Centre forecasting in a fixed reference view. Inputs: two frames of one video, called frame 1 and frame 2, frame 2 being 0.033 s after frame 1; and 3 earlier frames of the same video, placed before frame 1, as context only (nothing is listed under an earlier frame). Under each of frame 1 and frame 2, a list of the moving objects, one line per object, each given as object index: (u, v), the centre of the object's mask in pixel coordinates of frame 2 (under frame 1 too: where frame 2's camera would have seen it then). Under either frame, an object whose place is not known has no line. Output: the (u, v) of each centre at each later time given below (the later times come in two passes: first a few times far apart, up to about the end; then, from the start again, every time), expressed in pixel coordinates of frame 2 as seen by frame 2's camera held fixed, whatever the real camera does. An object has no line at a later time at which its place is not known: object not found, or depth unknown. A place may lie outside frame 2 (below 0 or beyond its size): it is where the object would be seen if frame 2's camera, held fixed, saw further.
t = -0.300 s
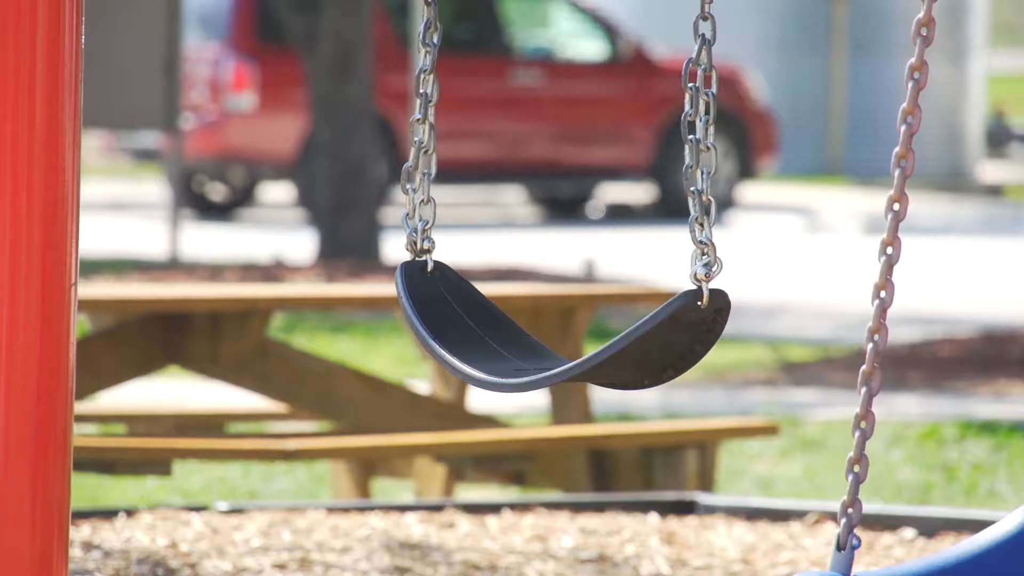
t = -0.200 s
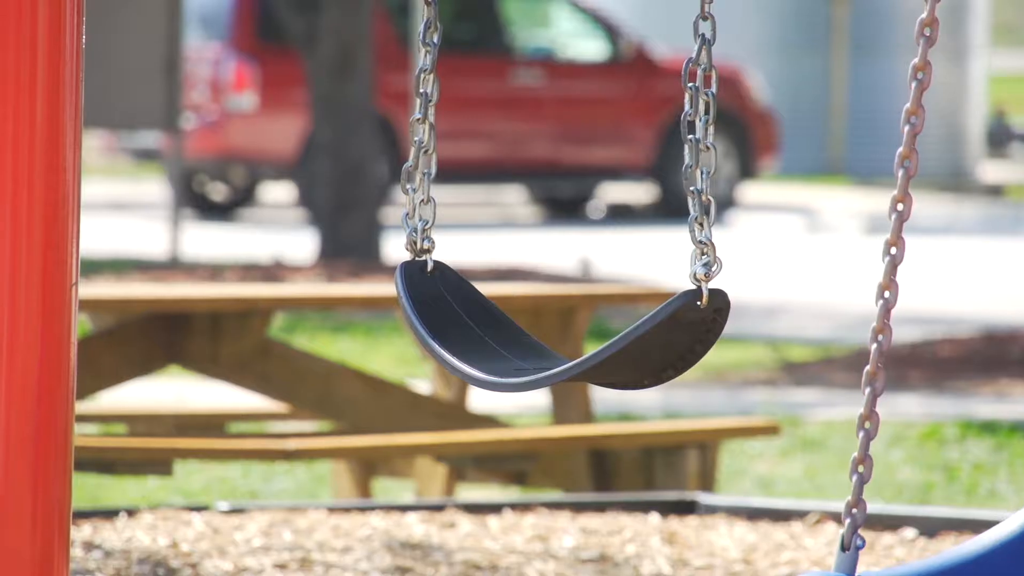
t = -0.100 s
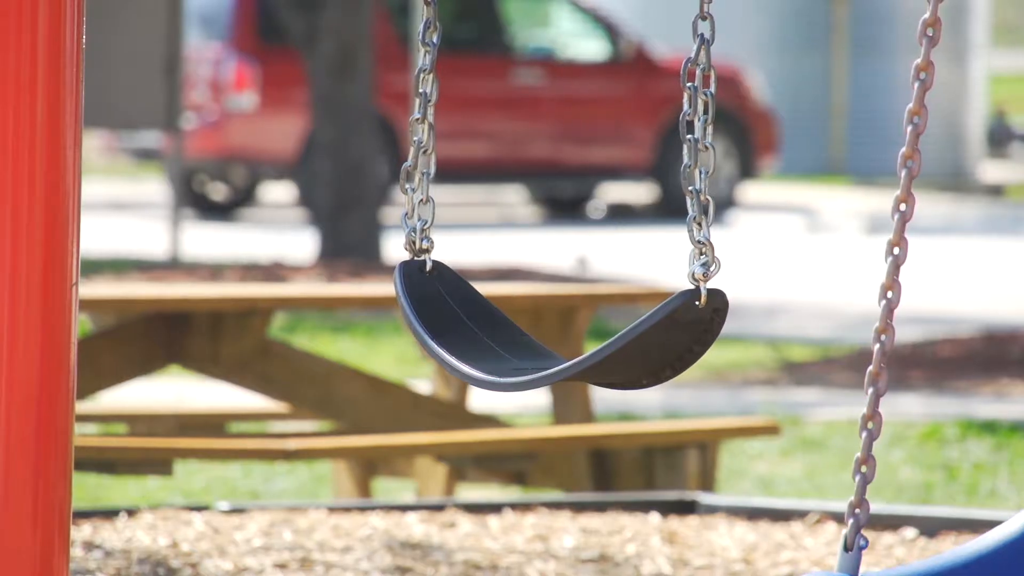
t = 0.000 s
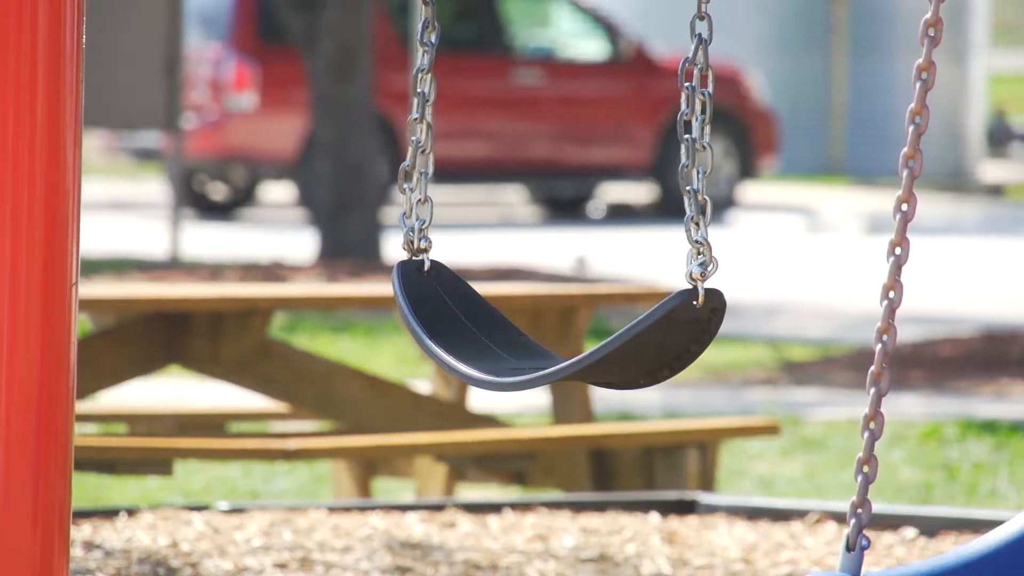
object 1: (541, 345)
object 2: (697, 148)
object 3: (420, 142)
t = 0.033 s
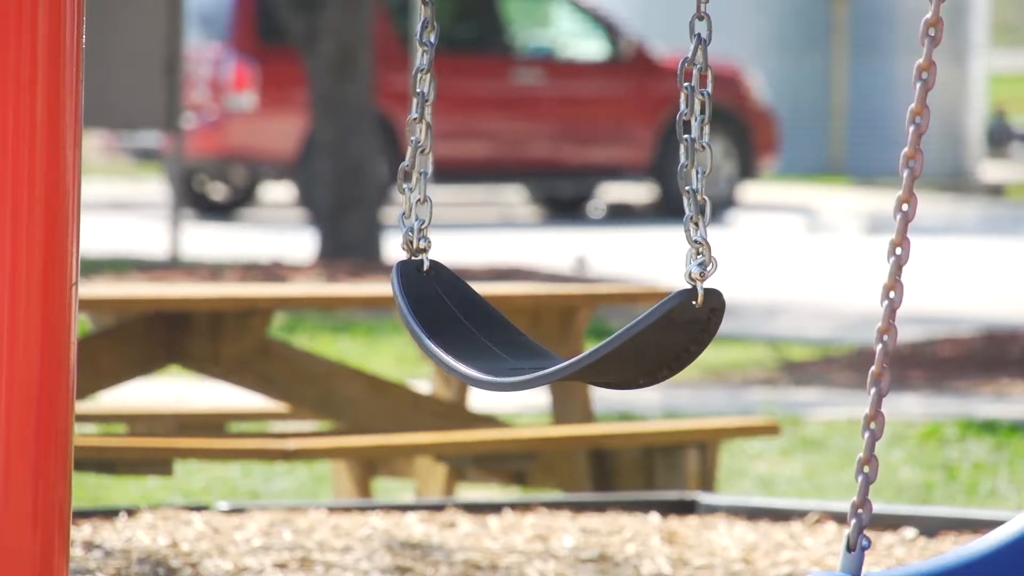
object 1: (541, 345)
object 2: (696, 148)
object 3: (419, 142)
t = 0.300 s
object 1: (533, 343)
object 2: (690, 148)
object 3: (413, 142)
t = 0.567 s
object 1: (529, 344)
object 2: (686, 148)
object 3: (408, 141)
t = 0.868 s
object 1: (526, 343)
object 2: (684, 148)
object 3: (406, 141)
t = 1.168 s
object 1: (530, 344)
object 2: (687, 148)
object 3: (410, 141)
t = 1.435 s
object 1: (539, 346)
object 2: (694, 149)
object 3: (417, 143)
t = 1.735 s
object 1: (546, 344)
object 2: (702, 149)
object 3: (424, 143)
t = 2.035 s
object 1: (550, 345)
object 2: (707, 149)
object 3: (428, 144)
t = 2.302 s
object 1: (552, 346)
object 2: (706, 149)
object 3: (428, 144)
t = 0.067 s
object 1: (539, 345)
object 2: (695, 148)
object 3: (418, 142)
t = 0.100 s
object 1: (538, 344)
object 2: (695, 148)
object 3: (418, 142)
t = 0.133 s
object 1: (537, 344)
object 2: (694, 148)
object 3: (417, 143)
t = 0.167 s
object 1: (537, 344)
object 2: (693, 148)
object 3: (416, 142)
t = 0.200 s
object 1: (537, 344)
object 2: (692, 148)
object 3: (415, 142)
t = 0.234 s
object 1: (536, 344)
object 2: (692, 148)
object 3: (415, 142)
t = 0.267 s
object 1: (535, 344)
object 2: (691, 148)
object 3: (414, 142)
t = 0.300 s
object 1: (533, 343)
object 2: (690, 148)
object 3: (413, 142)
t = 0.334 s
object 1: (534, 344)
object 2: (690, 148)
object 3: (412, 142)
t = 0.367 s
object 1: (533, 344)
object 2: (689, 148)
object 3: (412, 142)
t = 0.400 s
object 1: (535, 346)
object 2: (689, 148)
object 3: (411, 142)
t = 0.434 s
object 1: (531, 344)
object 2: (688, 148)
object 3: (411, 142)
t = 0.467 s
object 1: (531, 344)
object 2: (688, 148)
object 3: (410, 142)
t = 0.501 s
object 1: (529, 343)
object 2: (687, 148)
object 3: (409, 142)
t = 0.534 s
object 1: (529, 344)
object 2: (687, 148)
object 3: (409, 142)
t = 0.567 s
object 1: (529, 344)
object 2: (686, 148)
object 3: (408, 141)
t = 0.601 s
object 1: (527, 343)
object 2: (685, 148)
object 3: (408, 141)
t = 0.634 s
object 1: (528, 344)
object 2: (686, 148)
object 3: (407, 141)
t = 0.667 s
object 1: (526, 343)
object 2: (684, 148)
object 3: (406, 141)
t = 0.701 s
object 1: (525, 343)
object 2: (684, 148)
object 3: (406, 141)
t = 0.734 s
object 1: (525, 343)
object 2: (684, 148)
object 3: (406, 141)
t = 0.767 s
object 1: (527, 344)
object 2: (684, 148)
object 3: (406, 141)
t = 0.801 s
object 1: (526, 343)
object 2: (684, 148)
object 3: (406, 141)
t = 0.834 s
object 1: (527, 345)
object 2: (684, 148)
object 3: (406, 141)
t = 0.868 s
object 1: (526, 343)
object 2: (684, 148)
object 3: (406, 141)
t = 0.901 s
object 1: (526, 343)
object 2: (684, 148)
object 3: (406, 141)
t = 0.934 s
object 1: (527, 344)
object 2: (684, 148)
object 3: (406, 142)
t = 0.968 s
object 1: (526, 343)
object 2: (684, 148)
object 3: (406, 142)
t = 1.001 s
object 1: (527, 344)
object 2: (685, 148)
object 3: (407, 142)
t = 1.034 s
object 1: (529, 344)
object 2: (685, 148)
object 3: (407, 141)
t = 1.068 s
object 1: (528, 343)
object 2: (686, 148)
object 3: (408, 142)
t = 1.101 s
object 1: (529, 343)
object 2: (686, 148)
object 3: (408, 142)
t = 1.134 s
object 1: (530, 344)
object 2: (687, 148)
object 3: (409, 142)
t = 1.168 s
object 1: (530, 344)
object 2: (687, 148)
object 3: (410, 141)
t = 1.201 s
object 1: (531, 345)
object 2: (688, 148)
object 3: (411, 142)
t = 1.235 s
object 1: (532, 344)
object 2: (688, 148)
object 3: (412, 142)
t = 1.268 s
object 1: (531, 344)
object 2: (689, 148)
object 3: (412, 143)
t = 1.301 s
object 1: (534, 345)
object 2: (690, 148)
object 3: (413, 143)
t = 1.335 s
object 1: (533, 344)
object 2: (691, 148)
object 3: (414, 143)
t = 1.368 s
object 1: (536, 345)
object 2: (691, 148)
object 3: (415, 143)
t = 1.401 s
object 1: (538, 346)
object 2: (692, 148)
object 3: (416, 143)
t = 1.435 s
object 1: (539, 346)
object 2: (694, 149)
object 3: (417, 143)
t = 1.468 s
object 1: (539, 345)
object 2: (695, 149)
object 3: (418, 142)
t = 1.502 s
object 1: (541, 345)
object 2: (696, 148)
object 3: (419, 142)
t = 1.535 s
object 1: (541, 345)
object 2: (697, 149)
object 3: (420, 143)
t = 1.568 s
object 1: (542, 345)
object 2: (698, 149)
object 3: (421, 143)
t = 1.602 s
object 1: (544, 345)
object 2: (699, 149)
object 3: (421, 143)
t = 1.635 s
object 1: (544, 345)
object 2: (700, 149)
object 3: (422, 143)
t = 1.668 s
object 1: (546, 345)
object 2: (700, 149)
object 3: (423, 143)
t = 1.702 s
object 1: (546, 344)
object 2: (701, 148)
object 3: (424, 143)
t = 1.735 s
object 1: (546, 344)
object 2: (702, 149)
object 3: (424, 143)
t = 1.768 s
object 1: (547, 345)
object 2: (703, 149)
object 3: (425, 143)
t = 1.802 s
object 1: (549, 345)
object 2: (704, 149)
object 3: (426, 143)
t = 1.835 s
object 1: (548, 344)
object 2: (704, 149)
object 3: (426, 143)
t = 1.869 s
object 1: (548, 344)
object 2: (705, 149)
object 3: (427, 143)
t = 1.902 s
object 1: (549, 344)
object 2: (705, 149)
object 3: (427, 143)
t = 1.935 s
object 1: (550, 345)
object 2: (706, 149)
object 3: (428, 144)
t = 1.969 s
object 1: (550, 344)
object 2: (706, 149)
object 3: (428, 143)
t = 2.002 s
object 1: (552, 346)
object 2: (707, 149)
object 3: (428, 143)
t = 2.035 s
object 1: (550, 345)
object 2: (707, 149)
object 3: (428, 144)
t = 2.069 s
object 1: (552, 346)
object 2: (707, 149)
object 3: (429, 144)
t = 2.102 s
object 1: (551, 345)
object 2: (707, 149)
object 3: (429, 144)
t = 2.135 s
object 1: (551, 345)
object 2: (708, 149)
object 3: (429, 144)
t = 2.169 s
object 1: (553, 346)
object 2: (707, 149)
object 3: (429, 144)
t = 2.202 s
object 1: (553, 346)
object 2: (707, 149)
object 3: (429, 144)
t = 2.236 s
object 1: (551, 344)
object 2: (707, 149)
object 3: (428, 143)
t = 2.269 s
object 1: (550, 344)
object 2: (707, 149)
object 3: (428, 144)
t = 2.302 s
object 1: (552, 346)
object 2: (706, 149)
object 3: (428, 144)
